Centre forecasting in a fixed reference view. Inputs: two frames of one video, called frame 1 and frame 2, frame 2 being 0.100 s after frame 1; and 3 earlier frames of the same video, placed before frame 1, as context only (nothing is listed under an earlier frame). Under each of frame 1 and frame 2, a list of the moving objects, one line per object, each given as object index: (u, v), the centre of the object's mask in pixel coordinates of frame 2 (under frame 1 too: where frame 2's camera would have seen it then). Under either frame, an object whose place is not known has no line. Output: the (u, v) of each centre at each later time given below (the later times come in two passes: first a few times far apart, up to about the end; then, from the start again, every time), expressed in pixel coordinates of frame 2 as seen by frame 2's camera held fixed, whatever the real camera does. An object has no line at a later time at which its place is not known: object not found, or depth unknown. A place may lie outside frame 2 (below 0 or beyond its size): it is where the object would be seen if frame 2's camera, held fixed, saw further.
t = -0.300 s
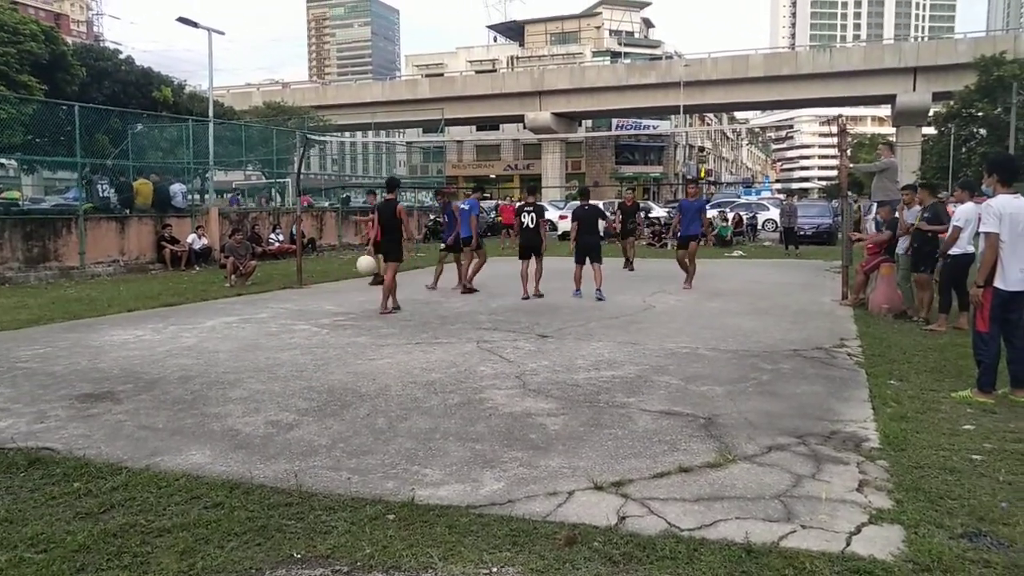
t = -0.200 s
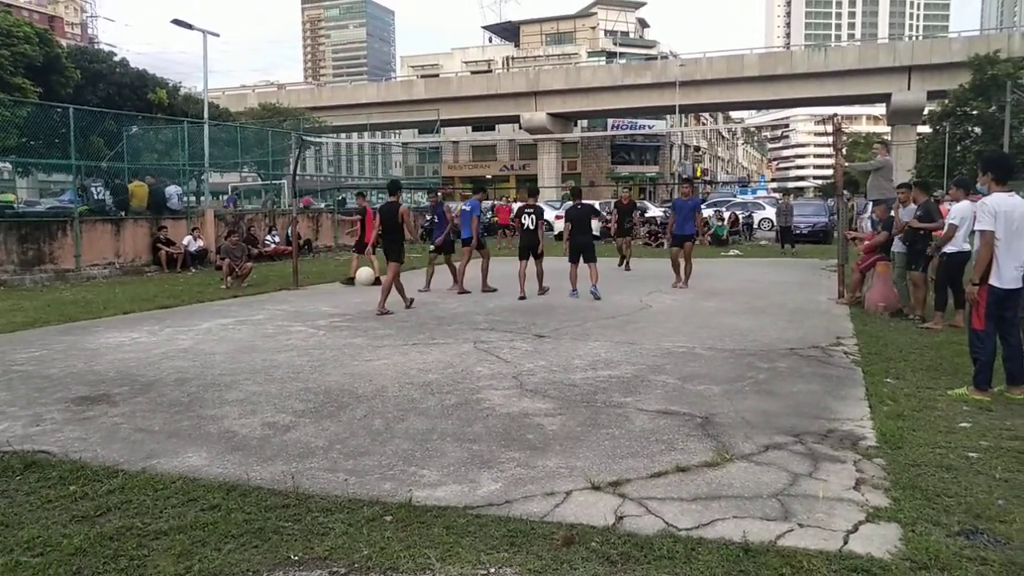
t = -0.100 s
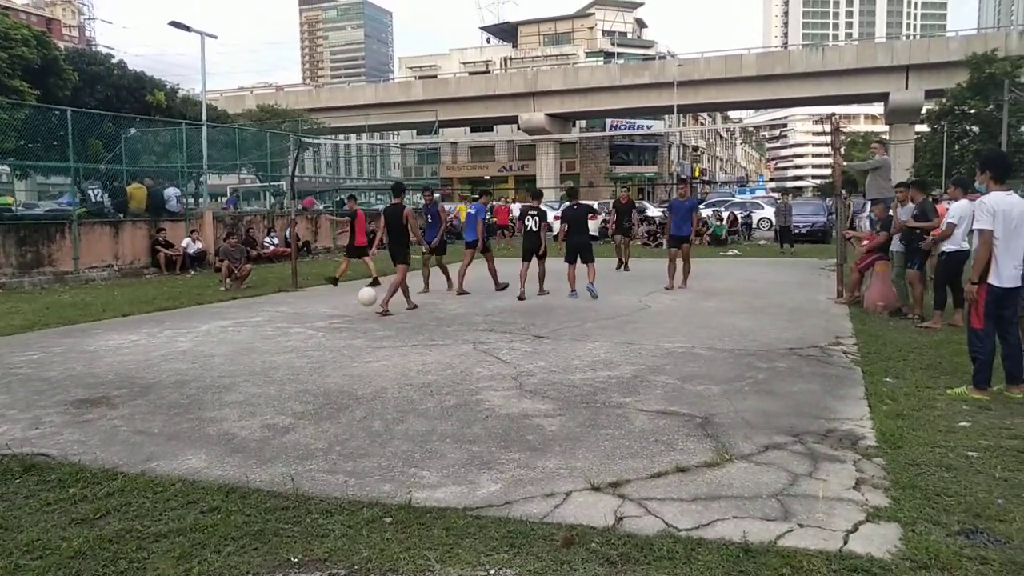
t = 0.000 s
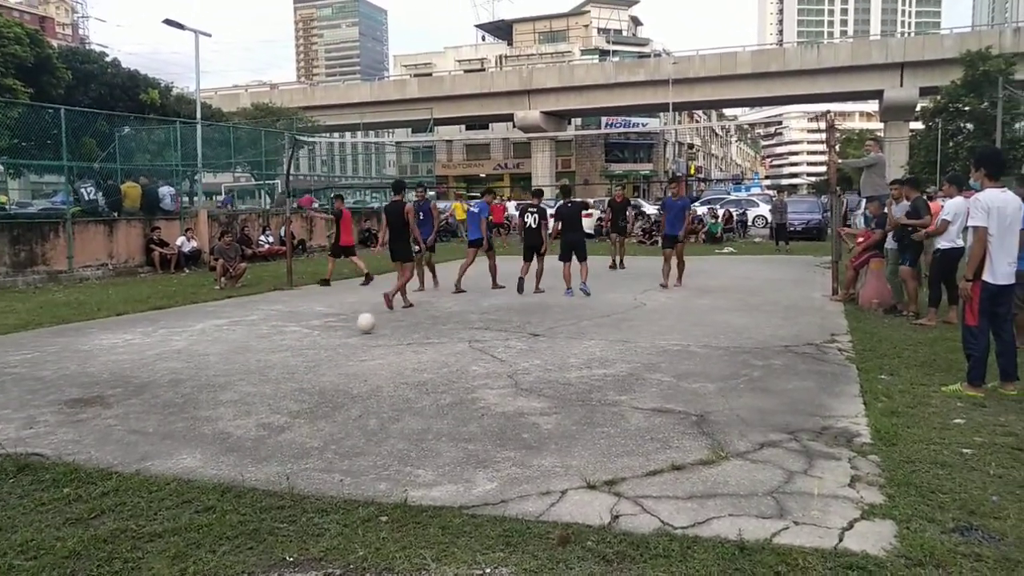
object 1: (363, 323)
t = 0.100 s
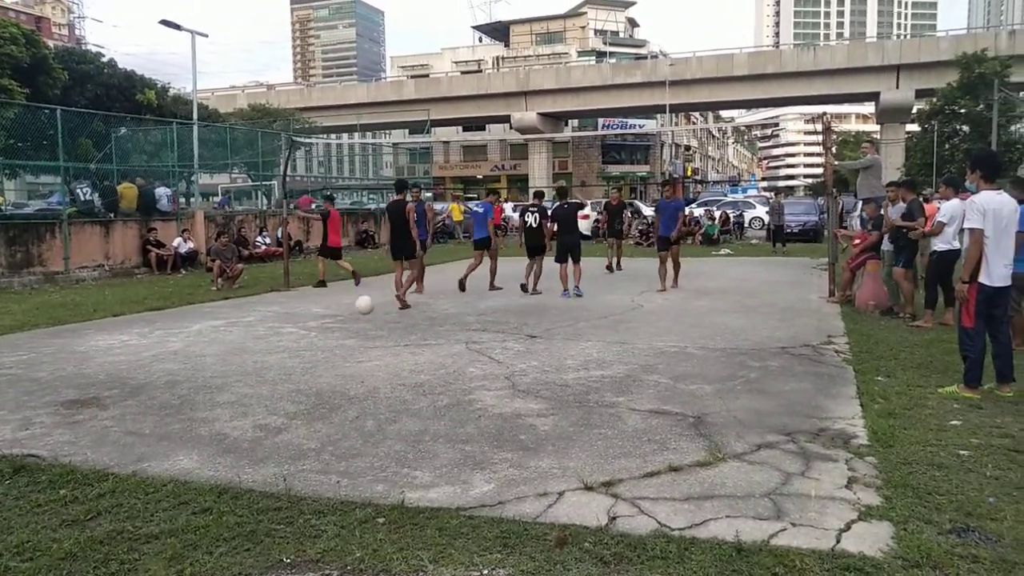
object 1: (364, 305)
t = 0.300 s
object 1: (367, 282)
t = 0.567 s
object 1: (374, 306)
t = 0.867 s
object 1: (376, 293)
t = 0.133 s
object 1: (365, 298)
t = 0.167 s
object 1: (365, 293)
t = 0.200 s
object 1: (366, 289)
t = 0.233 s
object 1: (366, 286)
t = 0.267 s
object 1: (367, 283)
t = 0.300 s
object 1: (367, 282)
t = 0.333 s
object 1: (368, 282)
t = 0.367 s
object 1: (369, 283)
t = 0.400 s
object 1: (369, 284)
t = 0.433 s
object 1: (370, 287)
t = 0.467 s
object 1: (371, 290)
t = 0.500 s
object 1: (372, 295)
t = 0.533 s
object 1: (373, 300)
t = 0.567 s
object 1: (374, 306)
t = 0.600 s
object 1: (374, 314)
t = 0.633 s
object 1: (375, 322)
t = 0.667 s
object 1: (375, 321)
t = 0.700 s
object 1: (375, 314)
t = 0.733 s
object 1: (375, 308)
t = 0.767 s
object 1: (375, 303)
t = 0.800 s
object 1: (376, 299)
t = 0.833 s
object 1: (376, 296)
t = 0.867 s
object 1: (376, 293)
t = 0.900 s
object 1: (376, 292)
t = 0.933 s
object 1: (376, 292)
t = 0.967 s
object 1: (376, 293)
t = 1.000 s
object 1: (377, 295)
